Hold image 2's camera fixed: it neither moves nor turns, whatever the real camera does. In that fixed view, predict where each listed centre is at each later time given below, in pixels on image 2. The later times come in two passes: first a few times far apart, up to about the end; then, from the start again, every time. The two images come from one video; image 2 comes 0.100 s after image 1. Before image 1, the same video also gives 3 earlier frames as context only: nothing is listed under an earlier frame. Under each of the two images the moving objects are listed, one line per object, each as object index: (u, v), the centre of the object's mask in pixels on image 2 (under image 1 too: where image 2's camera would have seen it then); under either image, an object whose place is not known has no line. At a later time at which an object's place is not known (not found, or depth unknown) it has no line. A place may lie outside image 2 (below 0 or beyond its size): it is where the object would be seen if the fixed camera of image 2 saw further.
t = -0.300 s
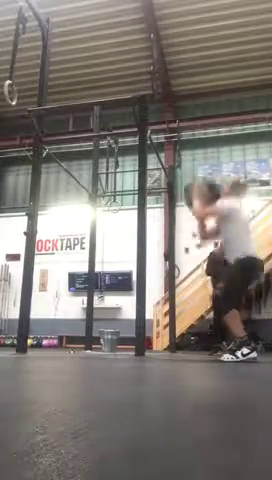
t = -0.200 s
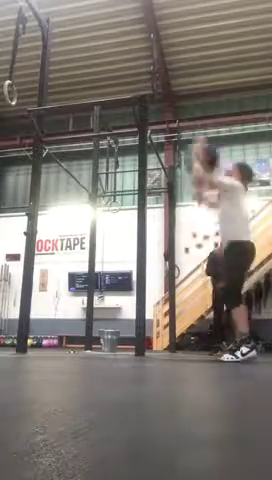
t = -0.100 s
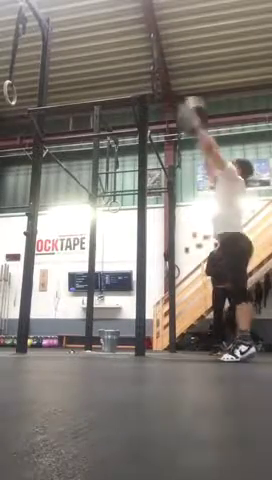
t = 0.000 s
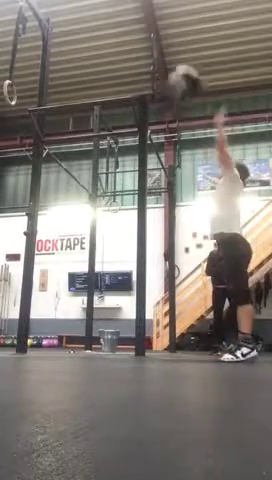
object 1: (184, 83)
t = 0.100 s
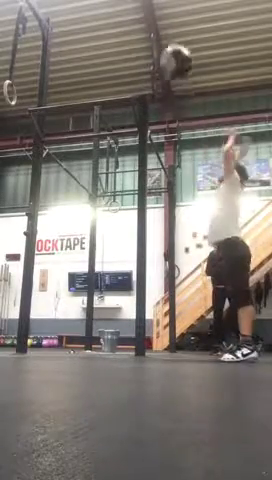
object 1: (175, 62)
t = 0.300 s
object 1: (170, 45)
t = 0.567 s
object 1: (183, 63)
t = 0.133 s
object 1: (173, 57)
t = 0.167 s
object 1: (173, 51)
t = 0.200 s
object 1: (171, 48)
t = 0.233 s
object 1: (170, 46)
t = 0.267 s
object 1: (170, 45)
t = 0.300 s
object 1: (170, 45)
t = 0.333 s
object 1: (171, 45)
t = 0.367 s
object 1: (174, 44)
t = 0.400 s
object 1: (175, 46)
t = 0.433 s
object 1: (177, 48)
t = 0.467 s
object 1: (178, 51)
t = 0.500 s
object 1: (179, 53)
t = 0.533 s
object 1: (181, 59)
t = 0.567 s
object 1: (183, 63)
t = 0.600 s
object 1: (184, 73)
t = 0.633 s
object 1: (187, 80)
